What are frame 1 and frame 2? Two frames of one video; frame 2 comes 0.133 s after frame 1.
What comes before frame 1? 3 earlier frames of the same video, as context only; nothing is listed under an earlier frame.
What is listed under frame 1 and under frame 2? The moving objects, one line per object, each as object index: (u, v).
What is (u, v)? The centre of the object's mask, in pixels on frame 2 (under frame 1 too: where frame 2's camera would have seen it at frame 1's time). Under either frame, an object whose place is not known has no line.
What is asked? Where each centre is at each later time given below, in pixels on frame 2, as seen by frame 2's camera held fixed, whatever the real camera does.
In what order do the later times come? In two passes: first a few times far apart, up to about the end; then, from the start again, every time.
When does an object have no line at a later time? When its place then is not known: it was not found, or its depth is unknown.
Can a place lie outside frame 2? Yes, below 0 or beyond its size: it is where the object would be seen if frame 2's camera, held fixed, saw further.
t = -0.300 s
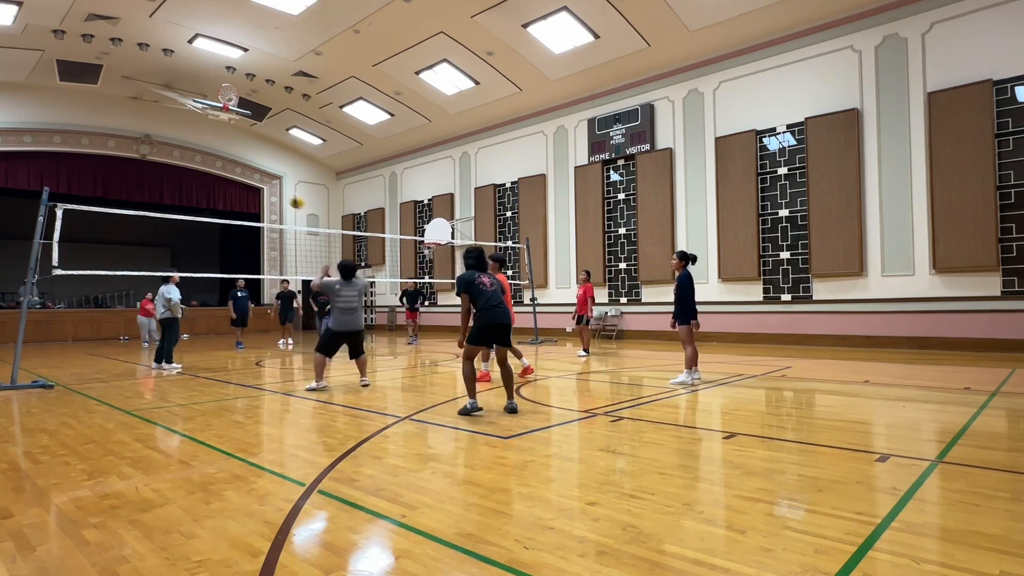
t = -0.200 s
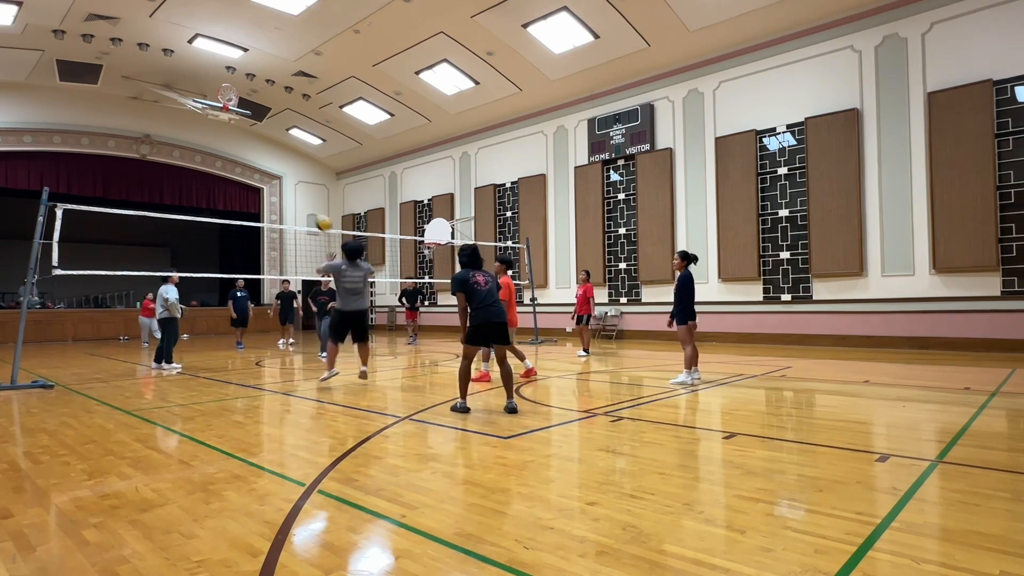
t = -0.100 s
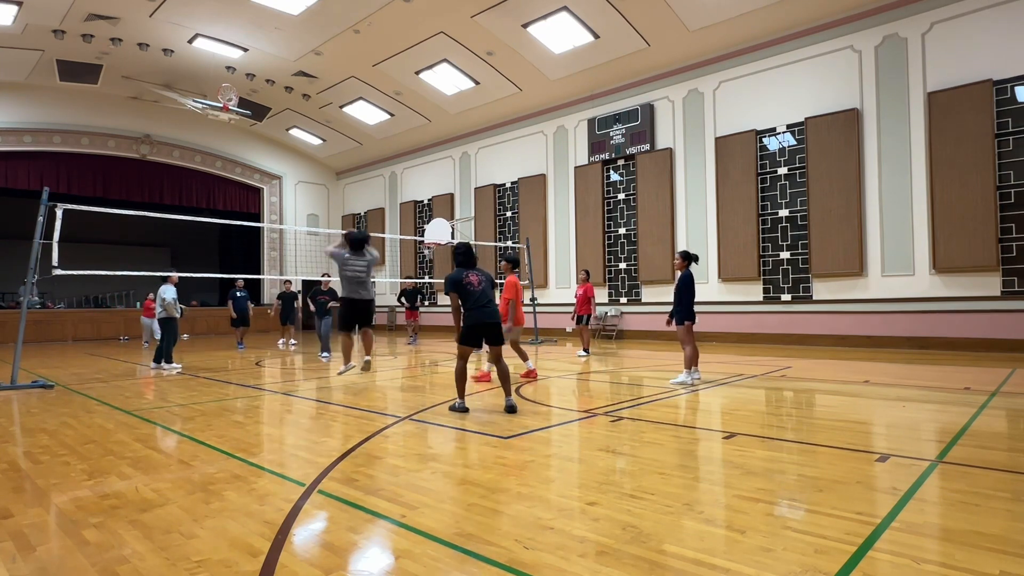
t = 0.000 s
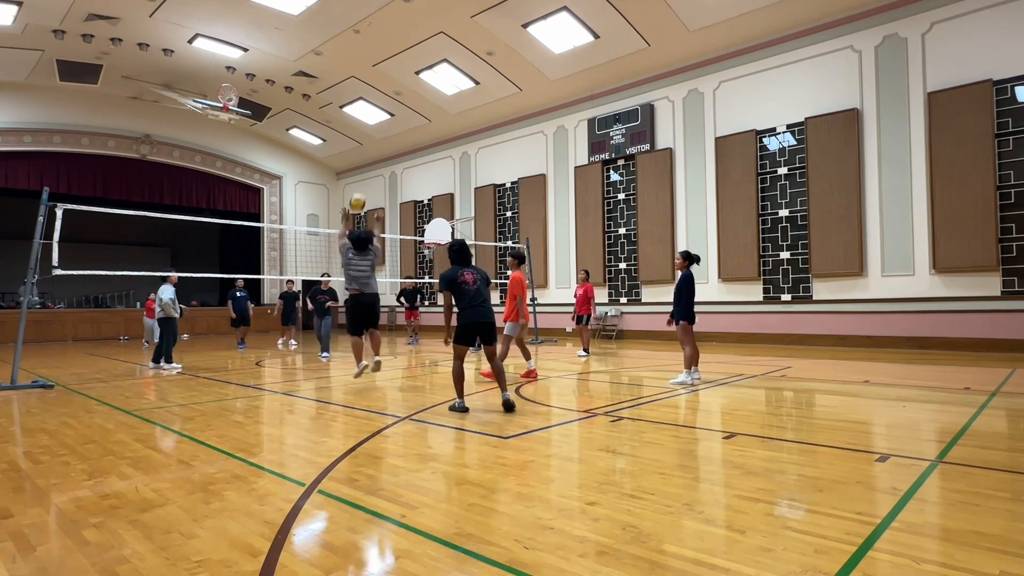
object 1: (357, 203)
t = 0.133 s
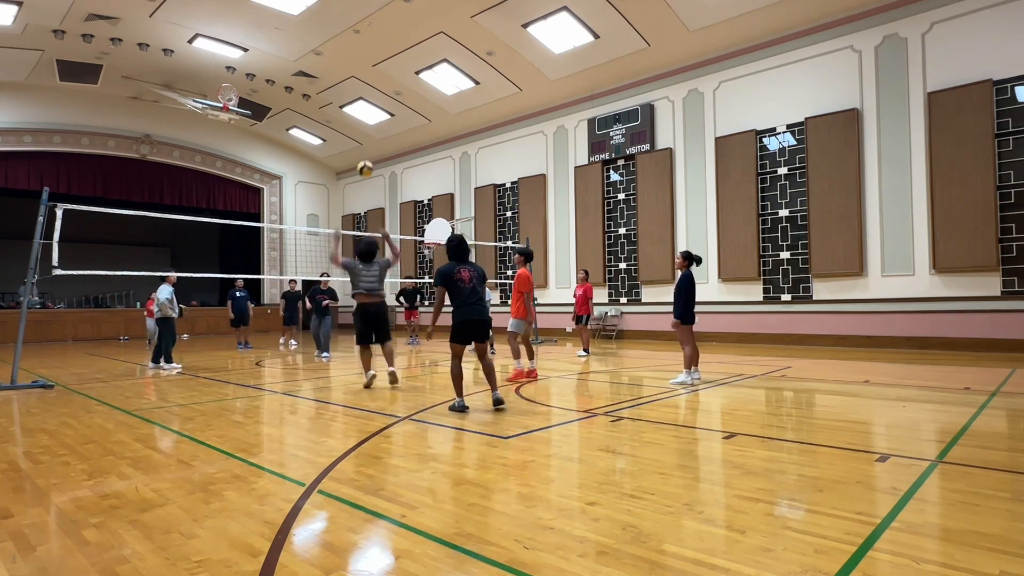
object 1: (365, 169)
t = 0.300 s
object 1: (374, 147)
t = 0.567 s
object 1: (387, 153)
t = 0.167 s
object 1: (367, 162)
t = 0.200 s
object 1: (369, 158)
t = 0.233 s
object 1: (371, 153)
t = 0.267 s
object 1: (372, 149)
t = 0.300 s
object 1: (374, 147)
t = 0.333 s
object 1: (376, 145)
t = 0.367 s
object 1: (378, 144)
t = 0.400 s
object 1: (379, 144)
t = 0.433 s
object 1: (381, 144)
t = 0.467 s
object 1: (383, 146)
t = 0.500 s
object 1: (384, 148)
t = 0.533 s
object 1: (386, 150)
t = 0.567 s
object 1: (387, 153)
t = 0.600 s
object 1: (389, 157)
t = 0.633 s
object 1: (390, 162)
